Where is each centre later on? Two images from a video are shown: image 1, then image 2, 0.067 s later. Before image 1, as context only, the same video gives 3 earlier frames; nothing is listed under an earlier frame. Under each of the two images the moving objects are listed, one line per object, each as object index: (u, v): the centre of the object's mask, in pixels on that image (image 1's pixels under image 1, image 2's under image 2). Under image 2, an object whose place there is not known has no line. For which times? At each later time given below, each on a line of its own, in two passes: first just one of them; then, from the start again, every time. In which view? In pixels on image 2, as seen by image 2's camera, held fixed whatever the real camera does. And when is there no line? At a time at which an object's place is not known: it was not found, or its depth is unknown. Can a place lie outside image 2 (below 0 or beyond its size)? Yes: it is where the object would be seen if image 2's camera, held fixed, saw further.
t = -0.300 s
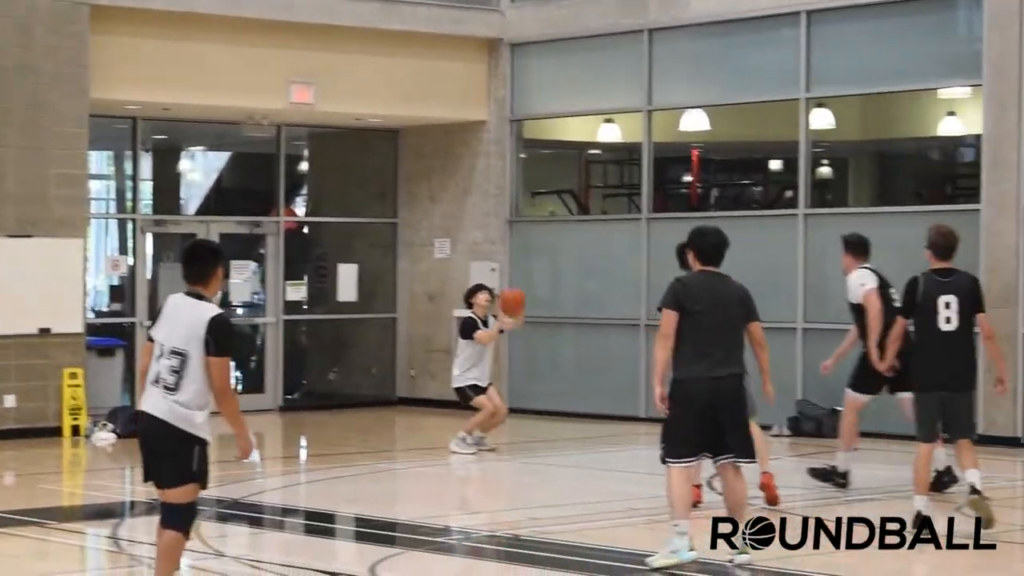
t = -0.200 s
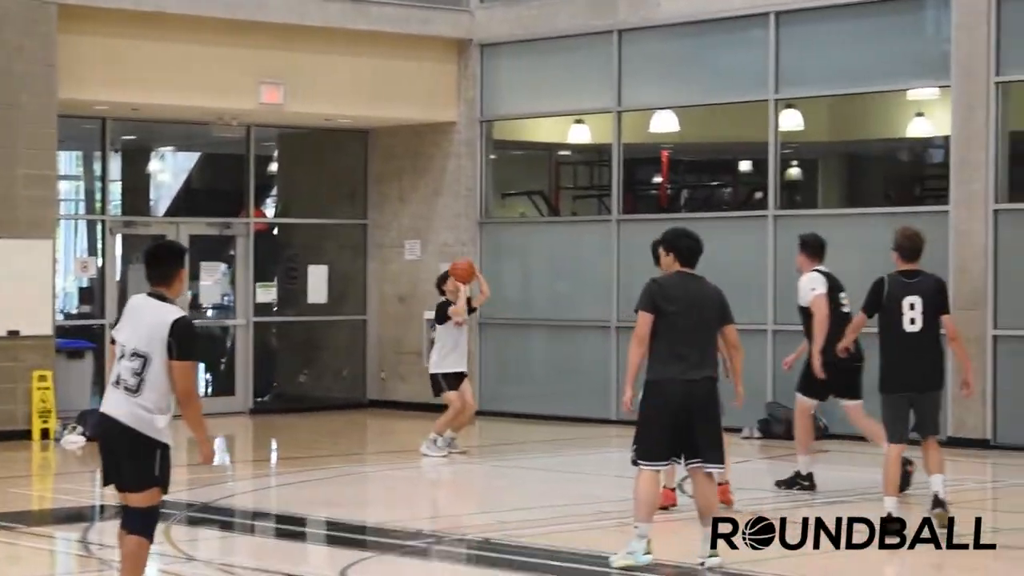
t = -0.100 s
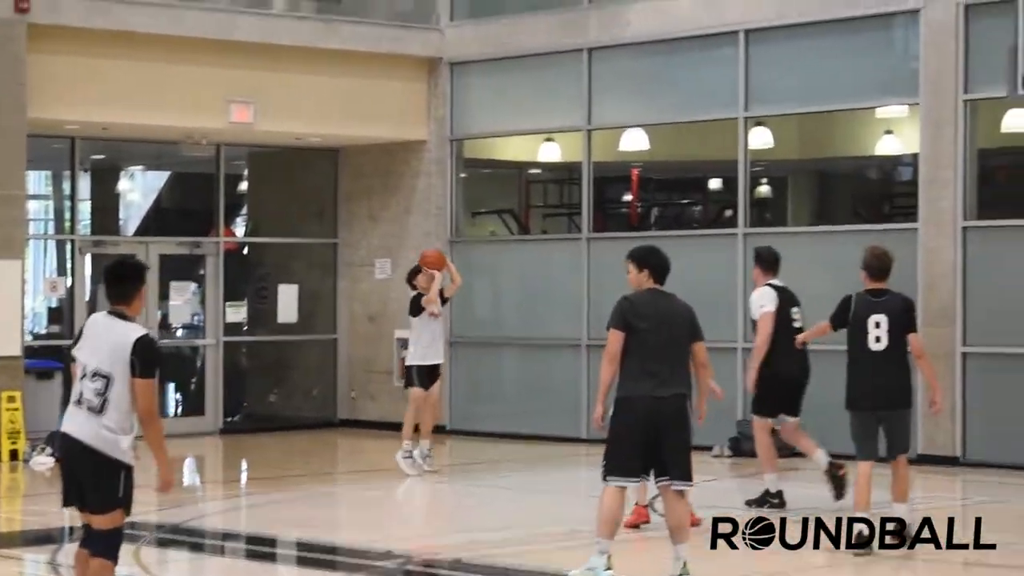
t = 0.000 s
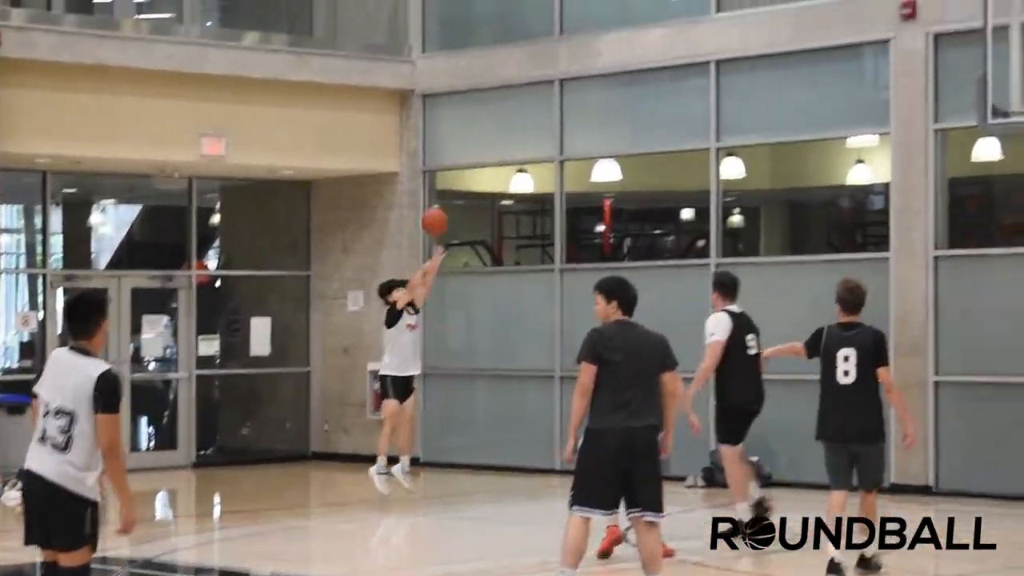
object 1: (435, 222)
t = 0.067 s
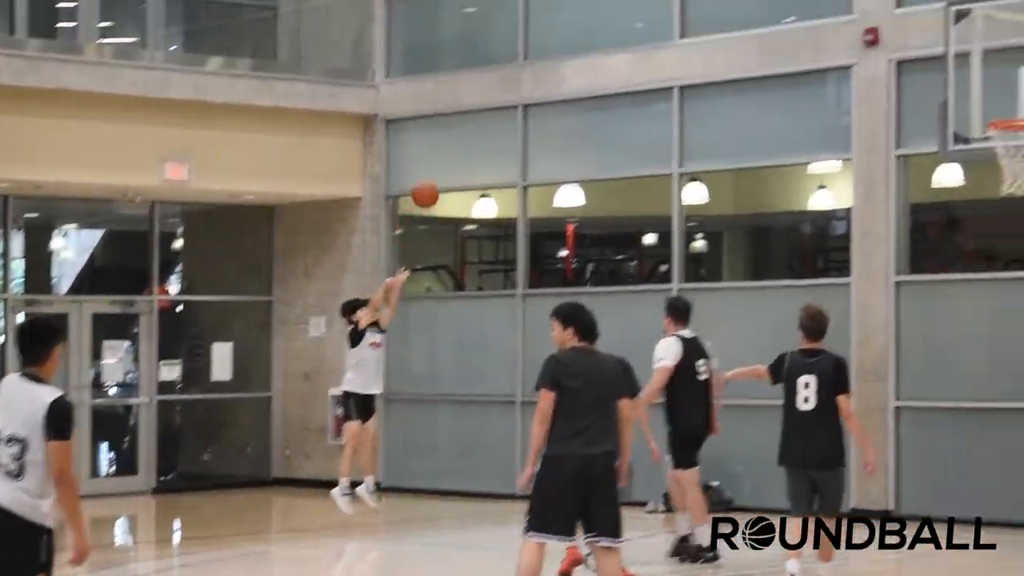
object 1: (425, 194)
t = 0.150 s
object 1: (460, 136)
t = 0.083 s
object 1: (432, 182)
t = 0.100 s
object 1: (438, 170)
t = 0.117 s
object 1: (446, 159)
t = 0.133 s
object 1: (452, 147)
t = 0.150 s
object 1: (460, 136)
